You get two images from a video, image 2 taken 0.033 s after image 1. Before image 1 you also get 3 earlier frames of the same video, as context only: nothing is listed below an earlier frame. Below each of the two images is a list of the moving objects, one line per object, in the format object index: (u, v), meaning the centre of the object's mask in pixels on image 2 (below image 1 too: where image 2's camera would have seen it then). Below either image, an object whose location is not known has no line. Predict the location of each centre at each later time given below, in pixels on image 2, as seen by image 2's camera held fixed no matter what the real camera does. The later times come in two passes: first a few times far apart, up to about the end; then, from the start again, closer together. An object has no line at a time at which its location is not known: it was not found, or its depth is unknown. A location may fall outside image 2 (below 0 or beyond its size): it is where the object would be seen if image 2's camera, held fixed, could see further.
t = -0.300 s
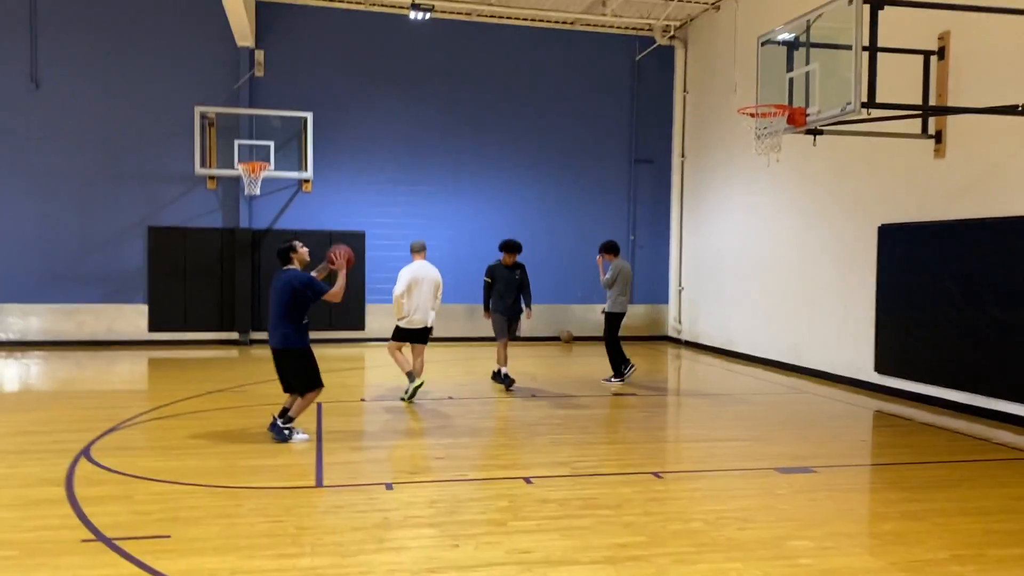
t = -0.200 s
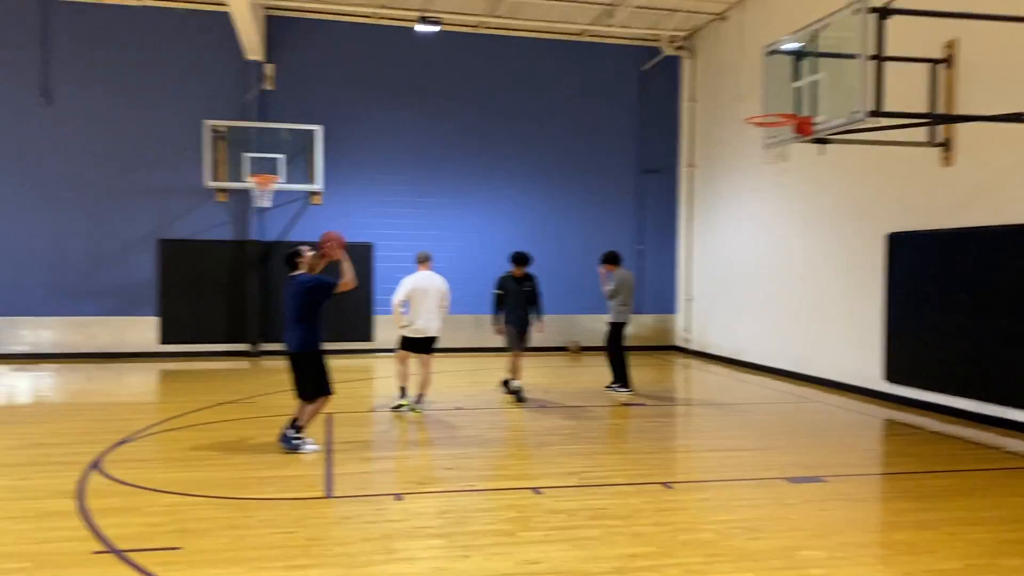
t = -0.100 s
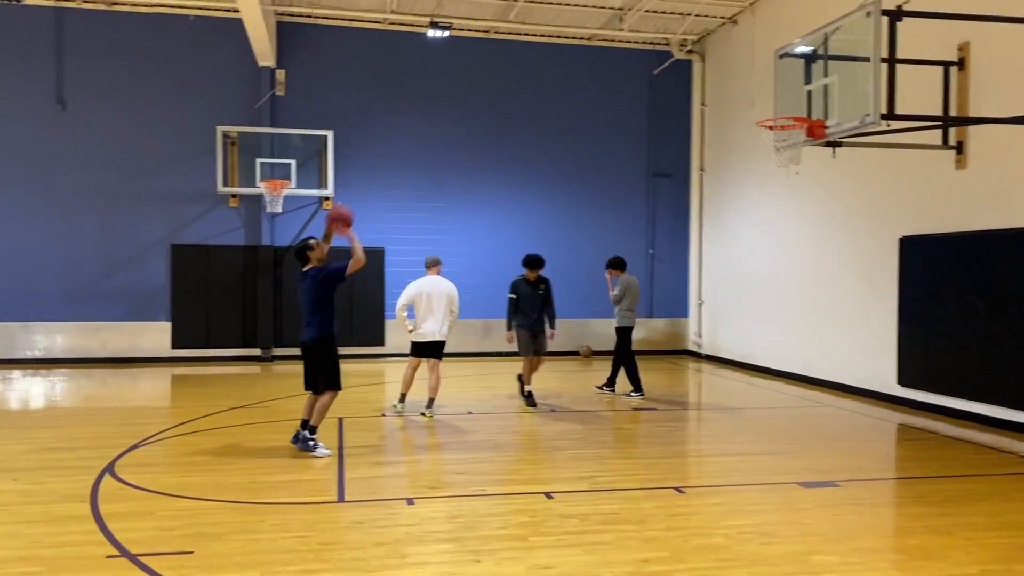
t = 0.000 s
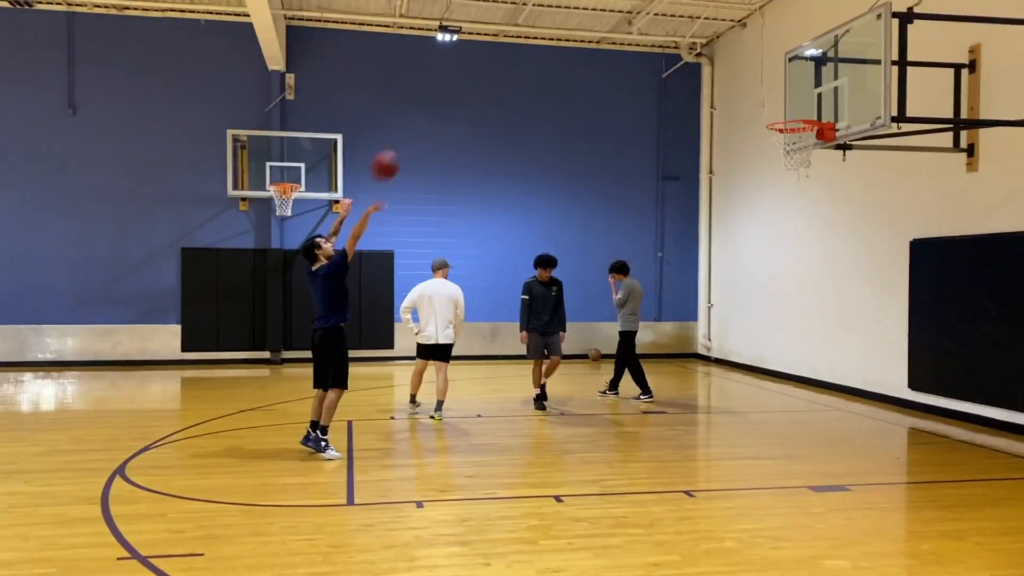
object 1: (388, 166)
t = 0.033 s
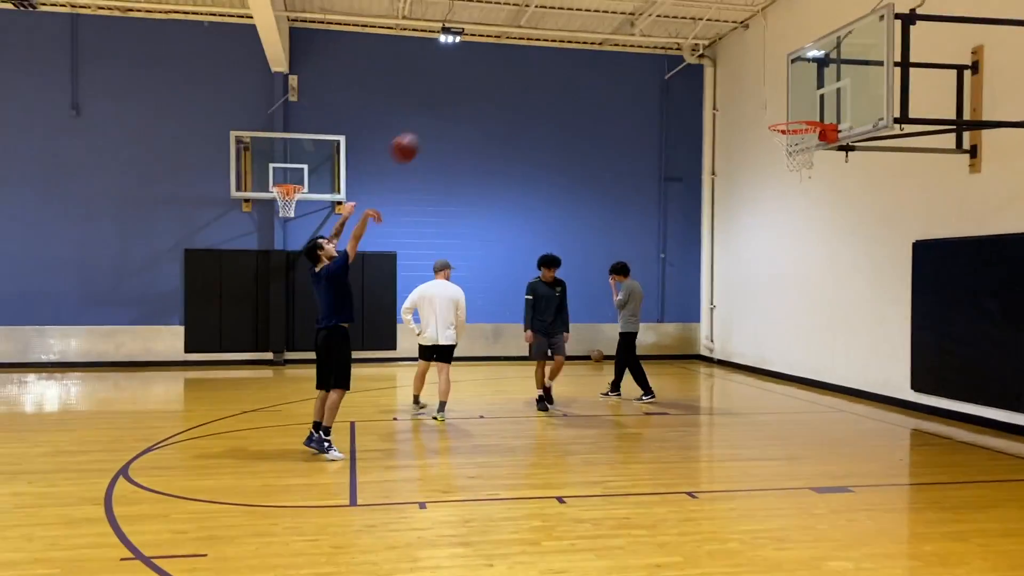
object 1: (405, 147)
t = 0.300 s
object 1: (534, 45)
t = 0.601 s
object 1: (668, 22)
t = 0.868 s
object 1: (776, 79)
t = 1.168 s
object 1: (739, 89)
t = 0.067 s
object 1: (422, 130)
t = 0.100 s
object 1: (439, 114)
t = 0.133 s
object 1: (455, 100)
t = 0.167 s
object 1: (471, 86)
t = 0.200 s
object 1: (487, 74)
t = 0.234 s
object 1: (503, 63)
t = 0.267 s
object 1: (518, 54)
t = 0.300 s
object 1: (534, 45)
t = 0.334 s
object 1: (549, 37)
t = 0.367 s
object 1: (564, 31)
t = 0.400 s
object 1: (578, 27)
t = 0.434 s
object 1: (593, 23)
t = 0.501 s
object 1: (624, 19)
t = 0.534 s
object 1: (639, 19)
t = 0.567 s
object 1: (652, 20)
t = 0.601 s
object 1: (668, 22)
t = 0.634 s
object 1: (681, 26)
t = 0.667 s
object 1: (696, 30)
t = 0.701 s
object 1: (710, 36)
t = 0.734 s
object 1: (723, 42)
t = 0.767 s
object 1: (737, 50)
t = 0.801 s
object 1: (750, 59)
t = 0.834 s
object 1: (763, 69)
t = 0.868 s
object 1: (776, 79)
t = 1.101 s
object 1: (764, 95)
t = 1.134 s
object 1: (752, 91)
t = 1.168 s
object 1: (739, 89)
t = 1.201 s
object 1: (725, 88)
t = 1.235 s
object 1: (711, 87)
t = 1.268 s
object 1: (698, 88)
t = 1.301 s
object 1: (684, 89)
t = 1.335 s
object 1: (670, 92)
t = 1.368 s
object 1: (655, 97)
